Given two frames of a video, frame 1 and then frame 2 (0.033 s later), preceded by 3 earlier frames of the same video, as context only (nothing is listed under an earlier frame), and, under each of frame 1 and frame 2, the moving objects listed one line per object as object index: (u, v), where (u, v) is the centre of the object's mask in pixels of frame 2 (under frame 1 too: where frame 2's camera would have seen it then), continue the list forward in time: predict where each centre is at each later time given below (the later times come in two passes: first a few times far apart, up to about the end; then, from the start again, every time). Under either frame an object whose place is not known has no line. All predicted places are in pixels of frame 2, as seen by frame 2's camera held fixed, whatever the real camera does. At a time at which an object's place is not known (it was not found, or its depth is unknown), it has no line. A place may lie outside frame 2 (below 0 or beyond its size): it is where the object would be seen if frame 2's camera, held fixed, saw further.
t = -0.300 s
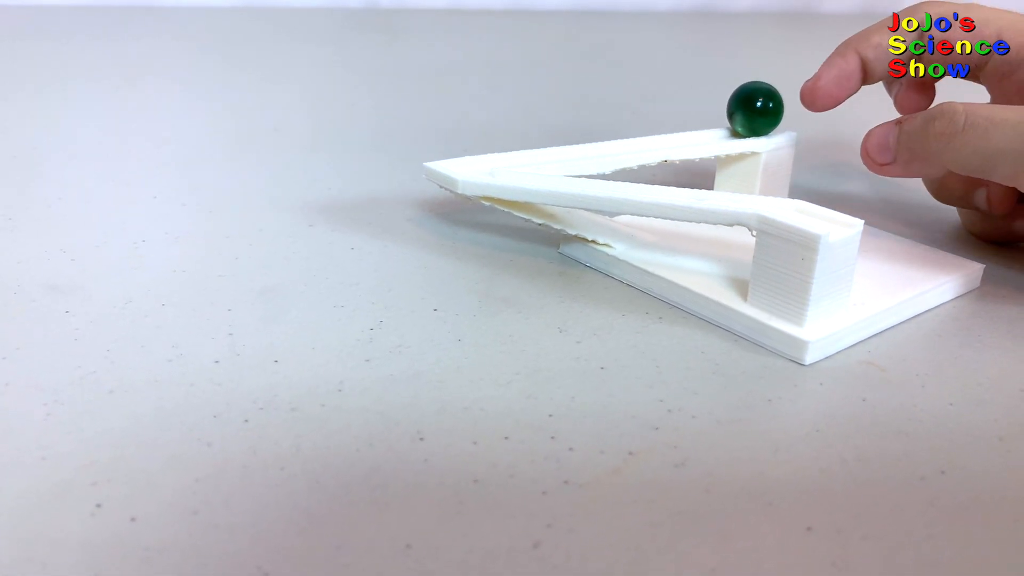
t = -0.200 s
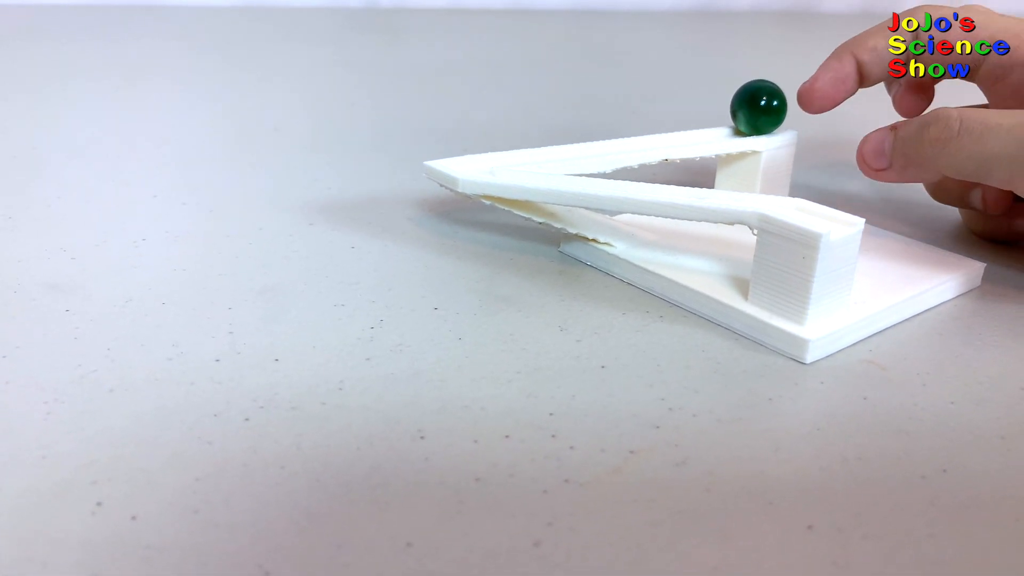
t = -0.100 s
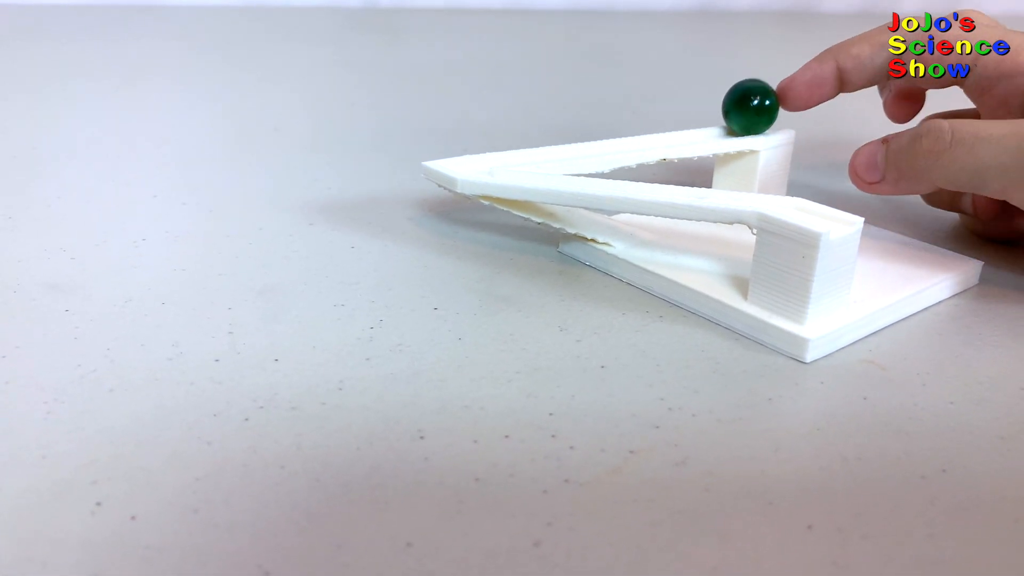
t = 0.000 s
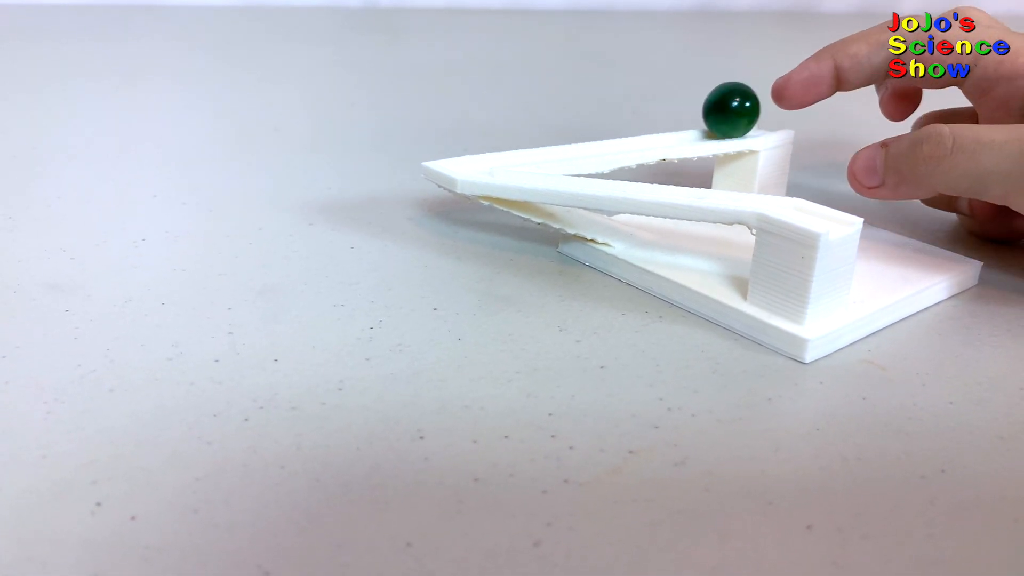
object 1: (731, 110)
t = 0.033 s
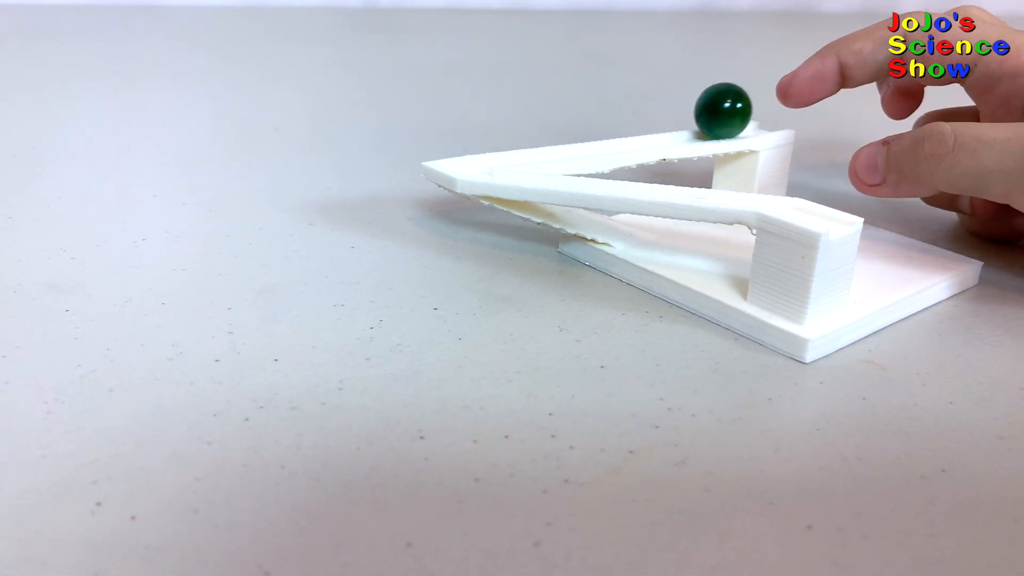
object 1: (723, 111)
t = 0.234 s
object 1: (648, 119)
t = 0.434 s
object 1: (541, 131)
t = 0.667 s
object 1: (478, 147)
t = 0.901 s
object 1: (468, 142)
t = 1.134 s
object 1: (470, 143)
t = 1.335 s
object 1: (470, 144)
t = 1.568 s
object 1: (471, 144)
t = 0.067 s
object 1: (713, 112)
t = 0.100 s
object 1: (702, 113)
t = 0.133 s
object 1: (690, 114)
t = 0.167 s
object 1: (677, 116)
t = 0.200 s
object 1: (663, 117)
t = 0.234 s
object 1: (648, 119)
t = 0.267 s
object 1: (632, 121)
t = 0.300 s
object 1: (615, 123)
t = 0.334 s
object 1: (598, 125)
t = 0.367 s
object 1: (579, 127)
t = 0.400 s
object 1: (560, 130)
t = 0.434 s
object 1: (541, 131)
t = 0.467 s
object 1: (521, 134)
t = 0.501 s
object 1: (501, 136)
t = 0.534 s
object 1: (481, 139)
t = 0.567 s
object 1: (466, 143)
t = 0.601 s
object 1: (464, 141)
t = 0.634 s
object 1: (468, 142)
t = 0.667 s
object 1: (478, 147)
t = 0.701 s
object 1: (481, 148)
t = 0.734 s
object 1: (481, 148)
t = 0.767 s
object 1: (478, 147)
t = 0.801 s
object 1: (475, 146)
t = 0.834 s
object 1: (472, 145)
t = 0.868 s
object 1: (469, 143)
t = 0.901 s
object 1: (468, 142)
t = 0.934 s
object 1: (471, 143)
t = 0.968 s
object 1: (468, 144)
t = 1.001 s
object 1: (468, 143)
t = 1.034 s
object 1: (469, 143)
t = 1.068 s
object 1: (470, 143)
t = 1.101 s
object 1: (470, 143)
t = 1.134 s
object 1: (470, 143)
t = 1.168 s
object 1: (469, 143)
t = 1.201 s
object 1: (471, 143)
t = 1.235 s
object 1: (471, 143)
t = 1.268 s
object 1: (470, 144)
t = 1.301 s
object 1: (470, 144)
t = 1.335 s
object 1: (470, 144)
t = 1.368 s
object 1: (470, 143)
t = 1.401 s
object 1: (471, 144)
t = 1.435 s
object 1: (471, 144)
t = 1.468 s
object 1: (471, 144)
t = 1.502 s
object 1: (471, 144)
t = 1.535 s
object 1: (471, 144)
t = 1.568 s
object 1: (471, 144)
